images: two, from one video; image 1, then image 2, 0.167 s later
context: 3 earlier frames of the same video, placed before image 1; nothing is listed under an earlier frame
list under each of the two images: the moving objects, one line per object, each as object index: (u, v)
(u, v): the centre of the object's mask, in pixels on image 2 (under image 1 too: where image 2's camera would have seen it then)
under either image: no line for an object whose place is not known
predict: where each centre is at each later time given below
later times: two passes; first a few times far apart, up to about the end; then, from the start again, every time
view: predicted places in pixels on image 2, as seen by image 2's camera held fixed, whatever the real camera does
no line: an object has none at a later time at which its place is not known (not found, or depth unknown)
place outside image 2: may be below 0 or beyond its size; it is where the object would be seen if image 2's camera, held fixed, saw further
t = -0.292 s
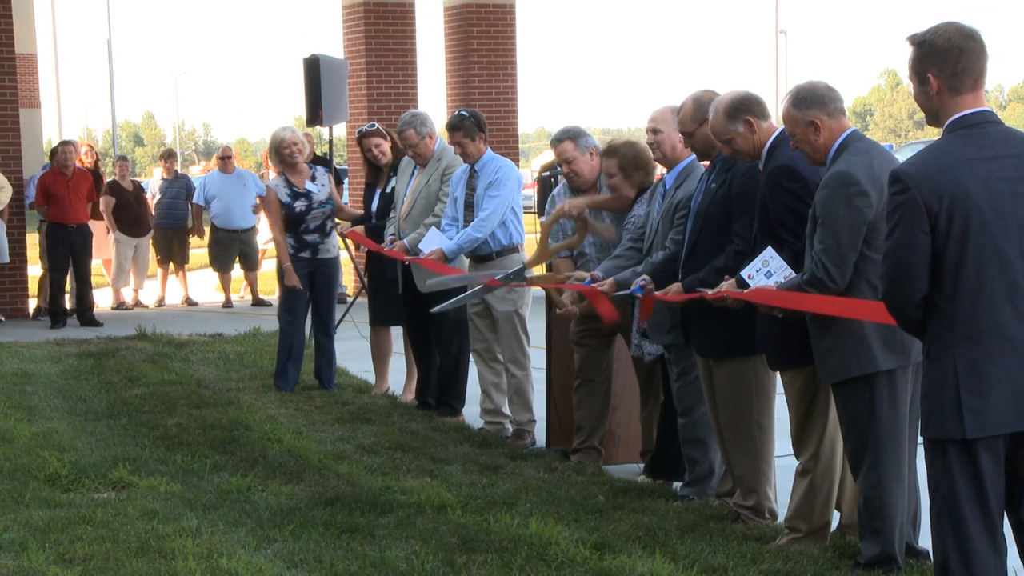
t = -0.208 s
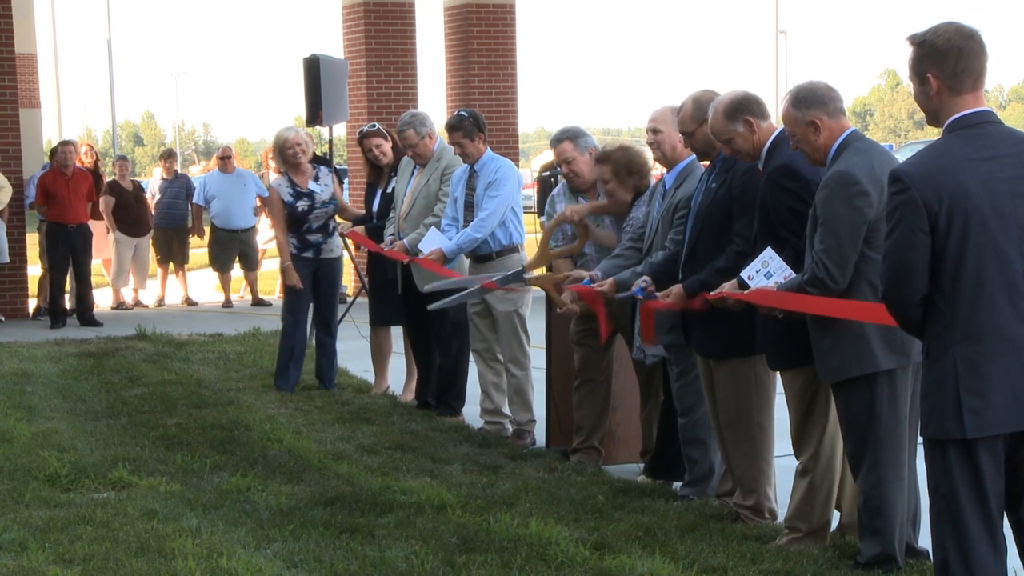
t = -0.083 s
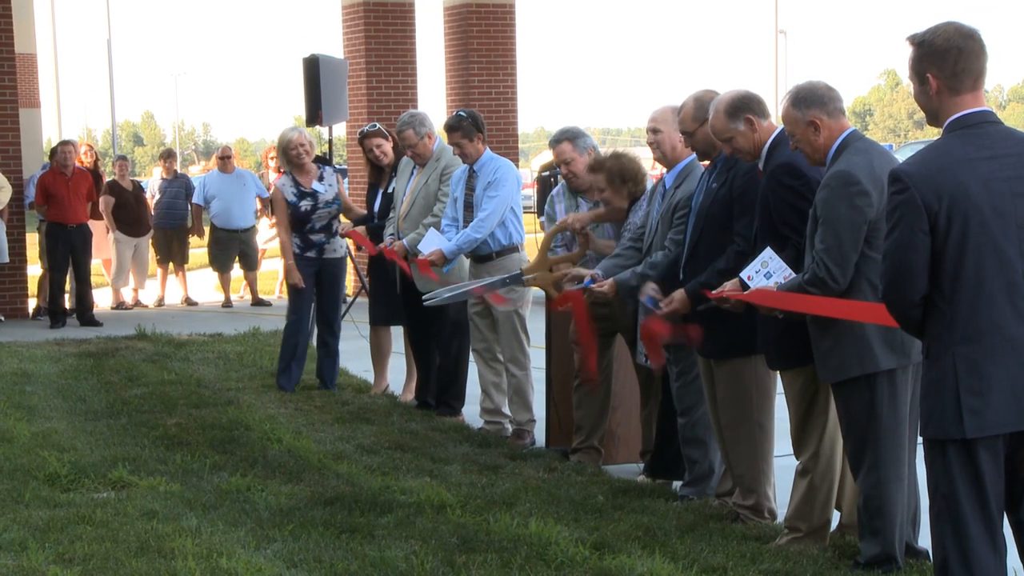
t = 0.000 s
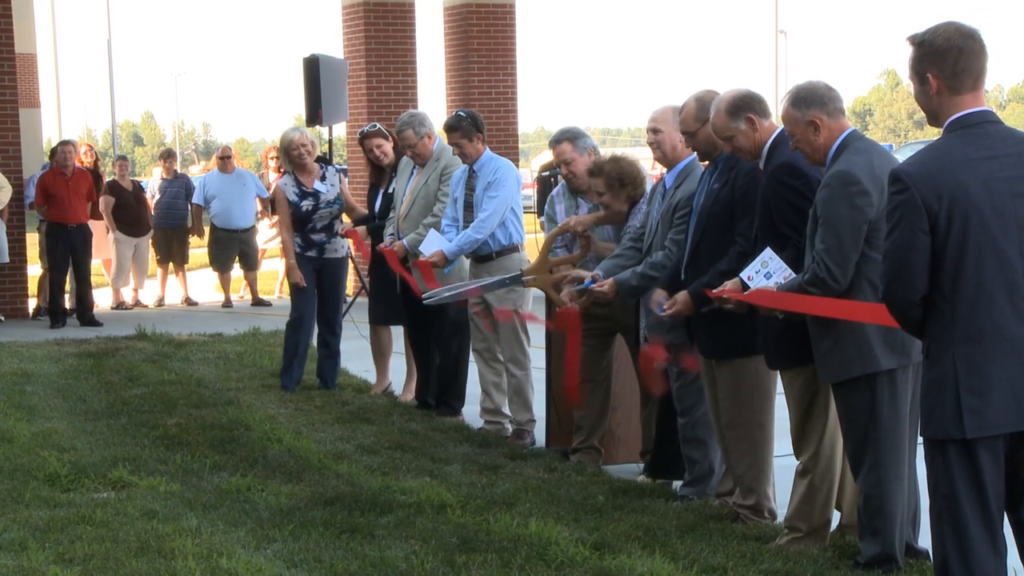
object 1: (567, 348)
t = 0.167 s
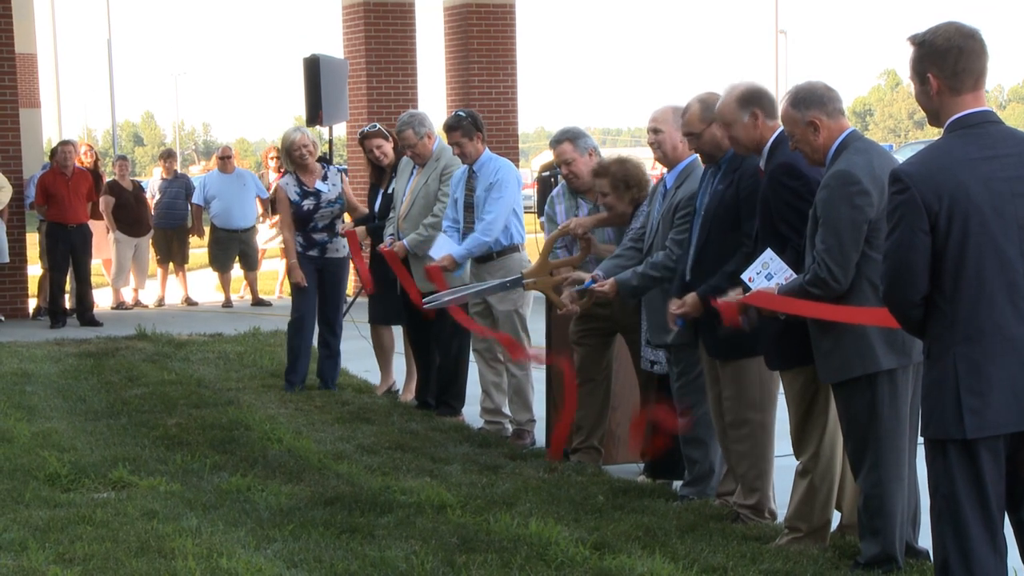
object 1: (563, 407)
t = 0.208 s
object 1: (562, 424)
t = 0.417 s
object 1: (561, 469)
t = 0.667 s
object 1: (556, 483)
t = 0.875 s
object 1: (561, 483)
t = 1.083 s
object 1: (560, 484)
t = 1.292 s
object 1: (561, 484)
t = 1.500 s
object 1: (560, 484)
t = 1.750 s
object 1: (560, 484)
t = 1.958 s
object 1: (560, 484)
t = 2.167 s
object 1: (560, 484)
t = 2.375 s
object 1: (560, 484)
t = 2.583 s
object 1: (560, 484)
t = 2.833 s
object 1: (560, 484)
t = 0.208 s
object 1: (562, 424)
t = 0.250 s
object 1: (565, 435)
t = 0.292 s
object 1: (562, 445)
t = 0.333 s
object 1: (561, 449)
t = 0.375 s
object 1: (561, 460)
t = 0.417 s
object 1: (561, 469)
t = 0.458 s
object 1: (548, 468)
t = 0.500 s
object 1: (548, 477)
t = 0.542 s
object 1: (550, 480)
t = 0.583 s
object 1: (561, 485)
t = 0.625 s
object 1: (558, 484)
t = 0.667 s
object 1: (556, 483)
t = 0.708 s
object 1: (556, 483)
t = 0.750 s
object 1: (557, 483)
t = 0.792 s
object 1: (561, 484)
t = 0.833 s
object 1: (561, 484)
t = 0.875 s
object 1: (561, 483)
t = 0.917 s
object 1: (561, 484)
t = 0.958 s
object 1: (561, 484)
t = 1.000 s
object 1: (561, 484)
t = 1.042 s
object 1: (560, 484)
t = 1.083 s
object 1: (560, 484)
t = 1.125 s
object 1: (561, 484)
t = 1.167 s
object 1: (560, 484)
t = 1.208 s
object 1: (561, 484)
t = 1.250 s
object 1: (561, 484)
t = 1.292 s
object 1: (561, 484)
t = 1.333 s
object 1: (561, 484)
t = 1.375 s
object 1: (561, 484)
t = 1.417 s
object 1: (561, 484)
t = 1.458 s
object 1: (561, 484)
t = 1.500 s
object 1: (560, 484)
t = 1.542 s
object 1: (560, 484)
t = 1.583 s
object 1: (560, 484)
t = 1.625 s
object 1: (560, 484)
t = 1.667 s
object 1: (560, 484)
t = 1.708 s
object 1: (560, 484)
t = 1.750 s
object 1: (560, 484)
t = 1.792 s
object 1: (560, 484)
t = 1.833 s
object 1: (560, 484)
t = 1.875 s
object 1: (560, 484)
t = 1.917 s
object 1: (560, 484)
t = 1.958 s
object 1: (560, 484)
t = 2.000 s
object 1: (560, 484)
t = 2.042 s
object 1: (560, 484)
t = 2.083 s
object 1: (560, 484)
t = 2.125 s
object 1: (560, 484)
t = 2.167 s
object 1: (560, 484)
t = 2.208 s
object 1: (560, 484)
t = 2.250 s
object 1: (560, 484)
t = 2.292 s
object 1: (560, 484)
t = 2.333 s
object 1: (560, 484)
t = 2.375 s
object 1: (560, 484)
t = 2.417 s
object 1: (560, 484)
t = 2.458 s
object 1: (560, 484)
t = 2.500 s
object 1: (560, 484)
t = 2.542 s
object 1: (559, 484)
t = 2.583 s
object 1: (560, 484)
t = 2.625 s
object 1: (559, 484)
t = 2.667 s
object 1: (559, 484)
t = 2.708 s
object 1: (560, 484)
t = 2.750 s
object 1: (560, 484)
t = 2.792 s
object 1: (559, 484)
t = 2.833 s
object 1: (560, 484)
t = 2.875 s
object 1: (559, 484)
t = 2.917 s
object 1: (559, 484)
